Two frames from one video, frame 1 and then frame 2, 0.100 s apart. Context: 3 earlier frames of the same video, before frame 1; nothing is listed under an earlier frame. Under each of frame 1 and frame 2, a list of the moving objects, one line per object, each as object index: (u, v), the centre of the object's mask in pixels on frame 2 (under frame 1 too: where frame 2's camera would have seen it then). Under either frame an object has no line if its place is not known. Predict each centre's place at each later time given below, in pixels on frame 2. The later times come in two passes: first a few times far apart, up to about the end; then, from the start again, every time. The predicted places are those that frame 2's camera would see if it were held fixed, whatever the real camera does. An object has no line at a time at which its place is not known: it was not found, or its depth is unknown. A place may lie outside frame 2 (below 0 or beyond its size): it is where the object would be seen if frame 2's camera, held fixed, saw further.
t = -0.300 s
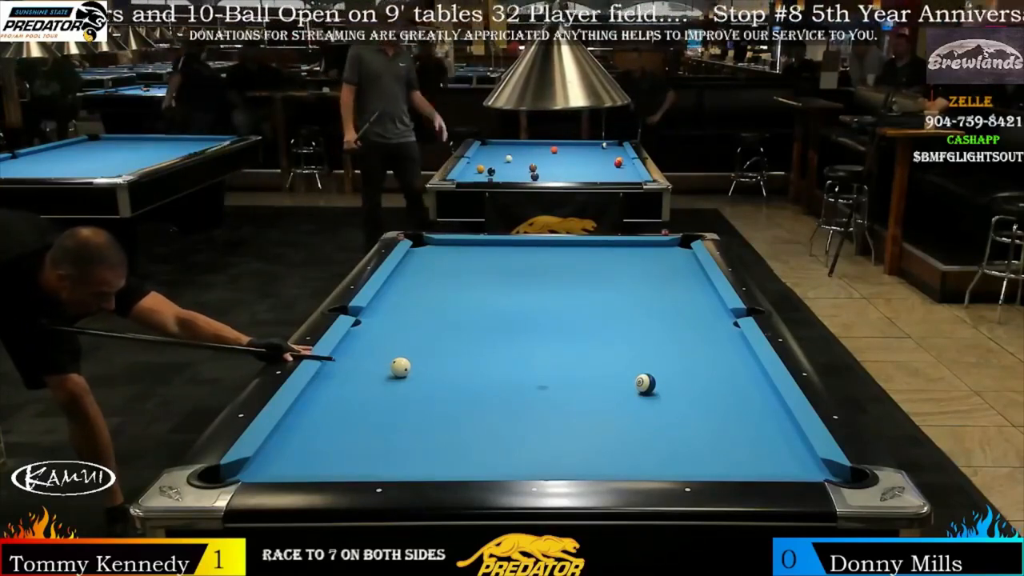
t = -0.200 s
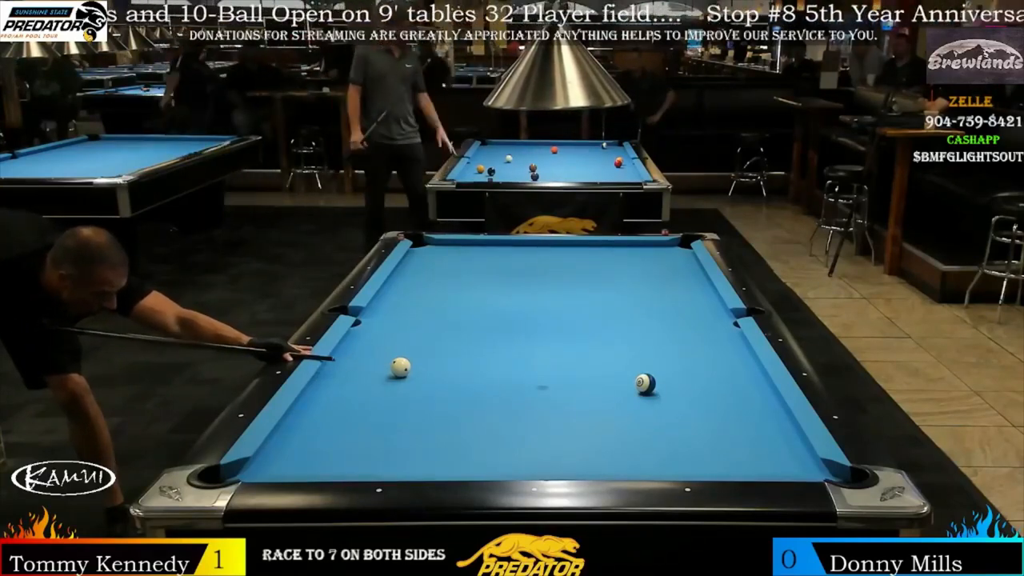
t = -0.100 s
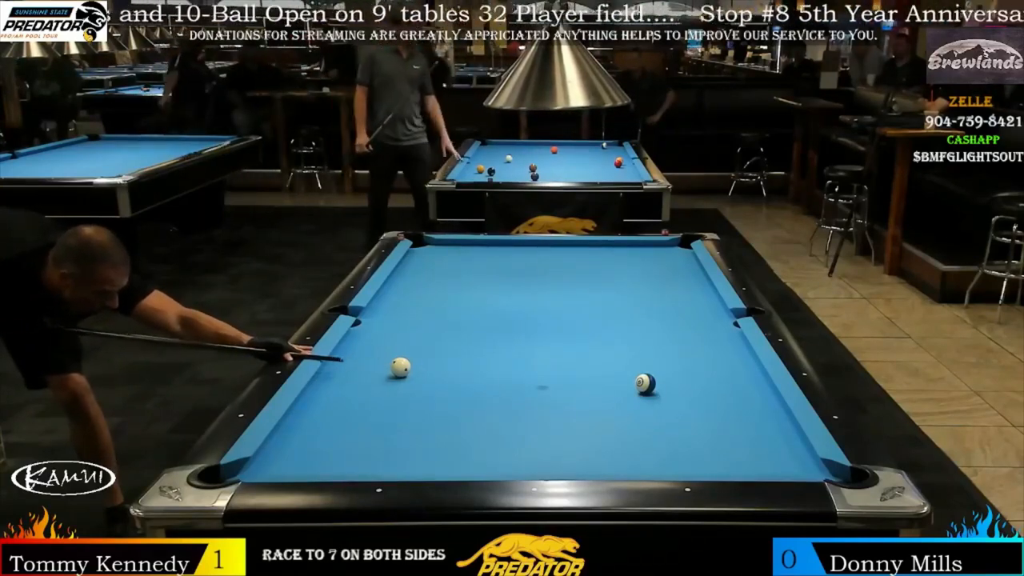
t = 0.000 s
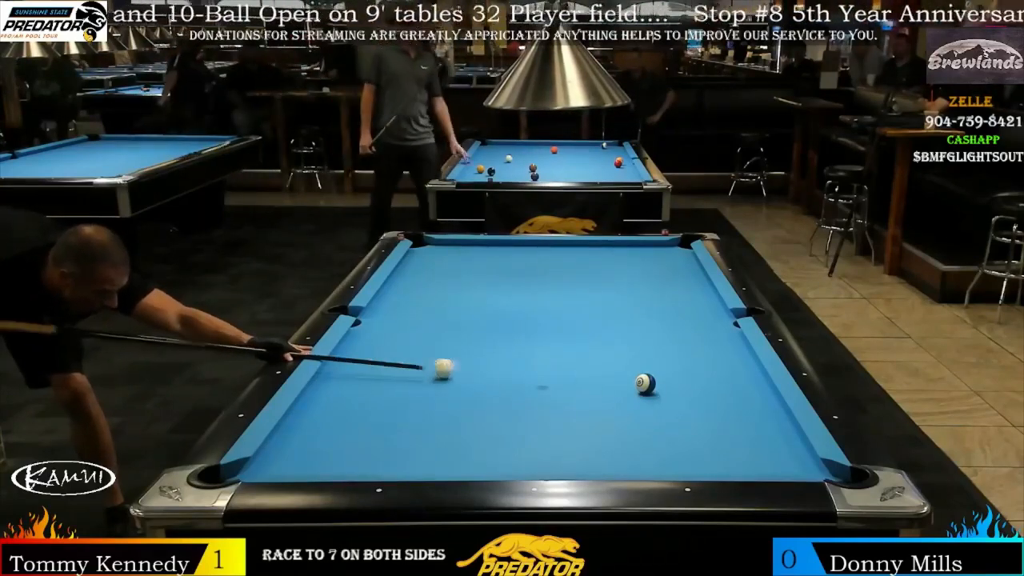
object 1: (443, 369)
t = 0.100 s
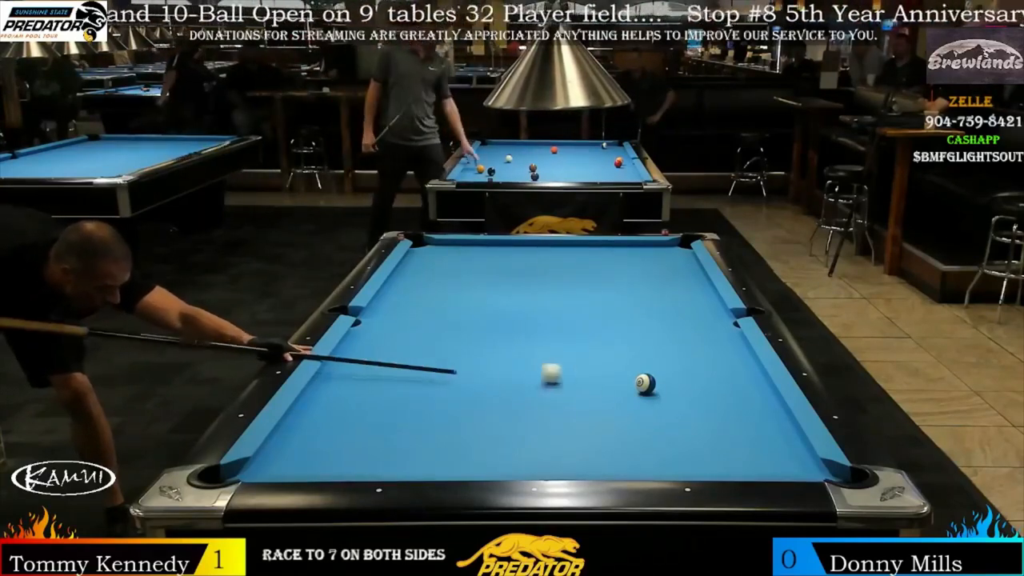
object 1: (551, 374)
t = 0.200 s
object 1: (647, 371)
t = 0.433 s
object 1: (708, 361)
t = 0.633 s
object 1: (624, 361)
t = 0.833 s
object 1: (548, 361)
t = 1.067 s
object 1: (460, 360)
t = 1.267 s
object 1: (386, 361)
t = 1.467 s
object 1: (350, 361)
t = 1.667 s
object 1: (395, 362)
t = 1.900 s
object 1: (445, 362)
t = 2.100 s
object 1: (486, 363)
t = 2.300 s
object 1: (526, 363)
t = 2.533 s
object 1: (571, 364)
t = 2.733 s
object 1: (609, 365)
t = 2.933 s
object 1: (645, 366)
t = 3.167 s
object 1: (687, 367)
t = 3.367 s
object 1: (721, 368)
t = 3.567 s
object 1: (754, 369)
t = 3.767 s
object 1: (733, 369)
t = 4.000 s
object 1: (709, 369)
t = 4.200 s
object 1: (690, 370)
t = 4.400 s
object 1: (672, 370)
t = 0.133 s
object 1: (585, 375)
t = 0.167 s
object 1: (620, 377)
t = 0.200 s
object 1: (647, 371)
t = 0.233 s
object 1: (671, 371)
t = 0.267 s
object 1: (694, 368)
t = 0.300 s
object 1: (717, 365)
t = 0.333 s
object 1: (740, 362)
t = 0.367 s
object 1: (744, 361)
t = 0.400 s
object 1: (725, 361)
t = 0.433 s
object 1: (708, 361)
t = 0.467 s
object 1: (692, 361)
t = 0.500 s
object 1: (677, 361)
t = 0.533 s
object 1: (664, 361)
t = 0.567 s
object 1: (651, 361)
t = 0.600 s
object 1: (638, 361)
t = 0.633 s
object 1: (624, 361)
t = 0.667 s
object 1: (612, 361)
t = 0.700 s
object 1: (599, 361)
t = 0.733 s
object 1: (587, 361)
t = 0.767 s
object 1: (574, 361)
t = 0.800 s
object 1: (561, 361)
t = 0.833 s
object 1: (548, 361)
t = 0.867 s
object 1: (536, 361)
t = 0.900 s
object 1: (523, 361)
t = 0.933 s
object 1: (511, 361)
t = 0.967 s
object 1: (498, 361)
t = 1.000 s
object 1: (486, 361)
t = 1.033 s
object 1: (473, 361)
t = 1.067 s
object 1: (460, 360)
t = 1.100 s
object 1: (448, 361)
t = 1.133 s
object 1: (436, 361)
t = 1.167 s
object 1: (423, 361)
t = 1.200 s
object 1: (411, 360)
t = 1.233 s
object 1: (399, 360)
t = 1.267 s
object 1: (386, 361)
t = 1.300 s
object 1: (373, 361)
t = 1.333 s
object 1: (361, 360)
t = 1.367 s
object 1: (348, 360)
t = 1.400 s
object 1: (336, 360)
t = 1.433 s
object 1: (342, 360)
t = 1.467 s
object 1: (350, 361)
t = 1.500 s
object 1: (358, 361)
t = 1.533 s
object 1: (365, 361)
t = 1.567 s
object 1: (373, 361)
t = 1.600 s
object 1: (380, 361)
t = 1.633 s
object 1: (388, 361)
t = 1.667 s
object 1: (395, 362)
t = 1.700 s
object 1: (402, 362)
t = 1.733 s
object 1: (410, 362)
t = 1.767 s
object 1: (417, 362)
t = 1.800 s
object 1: (424, 362)
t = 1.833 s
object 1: (431, 362)
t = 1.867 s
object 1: (438, 362)
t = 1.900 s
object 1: (445, 362)
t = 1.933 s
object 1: (452, 362)
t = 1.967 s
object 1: (458, 362)
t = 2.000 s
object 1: (466, 362)
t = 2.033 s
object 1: (472, 363)
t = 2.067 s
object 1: (479, 363)
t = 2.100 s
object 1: (486, 363)
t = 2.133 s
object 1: (493, 363)
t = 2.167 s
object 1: (500, 363)
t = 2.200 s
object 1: (506, 363)
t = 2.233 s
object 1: (513, 363)
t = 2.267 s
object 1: (519, 363)
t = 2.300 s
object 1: (526, 363)
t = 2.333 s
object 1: (533, 364)
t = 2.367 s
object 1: (539, 364)
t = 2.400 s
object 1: (546, 364)
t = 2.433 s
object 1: (552, 364)
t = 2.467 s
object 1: (559, 364)
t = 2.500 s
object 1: (565, 365)
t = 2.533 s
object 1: (571, 364)
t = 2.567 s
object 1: (578, 365)
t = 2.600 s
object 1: (584, 365)
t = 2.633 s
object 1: (591, 365)
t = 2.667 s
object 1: (597, 365)
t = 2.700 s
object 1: (603, 365)
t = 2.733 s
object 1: (609, 365)
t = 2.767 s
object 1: (615, 365)
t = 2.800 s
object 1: (621, 365)
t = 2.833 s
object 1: (628, 366)
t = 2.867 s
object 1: (633, 366)
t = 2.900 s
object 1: (639, 366)
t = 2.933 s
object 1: (645, 366)
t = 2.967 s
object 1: (651, 366)
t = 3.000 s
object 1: (657, 366)
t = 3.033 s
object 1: (663, 367)
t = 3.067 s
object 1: (669, 367)
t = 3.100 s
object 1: (675, 367)
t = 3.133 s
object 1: (681, 367)
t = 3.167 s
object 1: (687, 367)
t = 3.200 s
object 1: (693, 367)
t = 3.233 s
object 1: (698, 367)
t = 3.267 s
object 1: (704, 367)
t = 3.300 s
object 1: (710, 368)
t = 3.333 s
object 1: (715, 368)
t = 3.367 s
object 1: (721, 368)
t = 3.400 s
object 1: (726, 368)
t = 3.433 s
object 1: (732, 368)
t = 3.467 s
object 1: (738, 368)
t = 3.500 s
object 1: (744, 369)
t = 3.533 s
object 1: (749, 369)
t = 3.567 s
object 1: (754, 369)
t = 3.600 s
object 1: (751, 369)
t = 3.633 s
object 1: (748, 369)
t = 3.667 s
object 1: (744, 369)
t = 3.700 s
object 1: (740, 369)
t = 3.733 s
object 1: (736, 369)
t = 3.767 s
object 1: (733, 369)
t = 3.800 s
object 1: (729, 369)
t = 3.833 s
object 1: (726, 369)
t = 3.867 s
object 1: (722, 369)
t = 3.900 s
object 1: (719, 369)
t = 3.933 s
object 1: (715, 369)
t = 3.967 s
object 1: (712, 369)
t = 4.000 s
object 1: (709, 369)
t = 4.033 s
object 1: (706, 369)
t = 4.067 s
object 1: (703, 370)
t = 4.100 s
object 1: (699, 369)
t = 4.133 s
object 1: (696, 370)
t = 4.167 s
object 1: (693, 370)
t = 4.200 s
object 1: (690, 370)
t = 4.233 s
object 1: (687, 370)
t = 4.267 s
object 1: (684, 370)
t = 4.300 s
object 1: (681, 370)
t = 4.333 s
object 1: (678, 370)
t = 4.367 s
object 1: (675, 370)
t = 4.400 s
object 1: (672, 370)
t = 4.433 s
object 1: (669, 370)
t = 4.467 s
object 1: (666, 370)
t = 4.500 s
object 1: (663, 370)
